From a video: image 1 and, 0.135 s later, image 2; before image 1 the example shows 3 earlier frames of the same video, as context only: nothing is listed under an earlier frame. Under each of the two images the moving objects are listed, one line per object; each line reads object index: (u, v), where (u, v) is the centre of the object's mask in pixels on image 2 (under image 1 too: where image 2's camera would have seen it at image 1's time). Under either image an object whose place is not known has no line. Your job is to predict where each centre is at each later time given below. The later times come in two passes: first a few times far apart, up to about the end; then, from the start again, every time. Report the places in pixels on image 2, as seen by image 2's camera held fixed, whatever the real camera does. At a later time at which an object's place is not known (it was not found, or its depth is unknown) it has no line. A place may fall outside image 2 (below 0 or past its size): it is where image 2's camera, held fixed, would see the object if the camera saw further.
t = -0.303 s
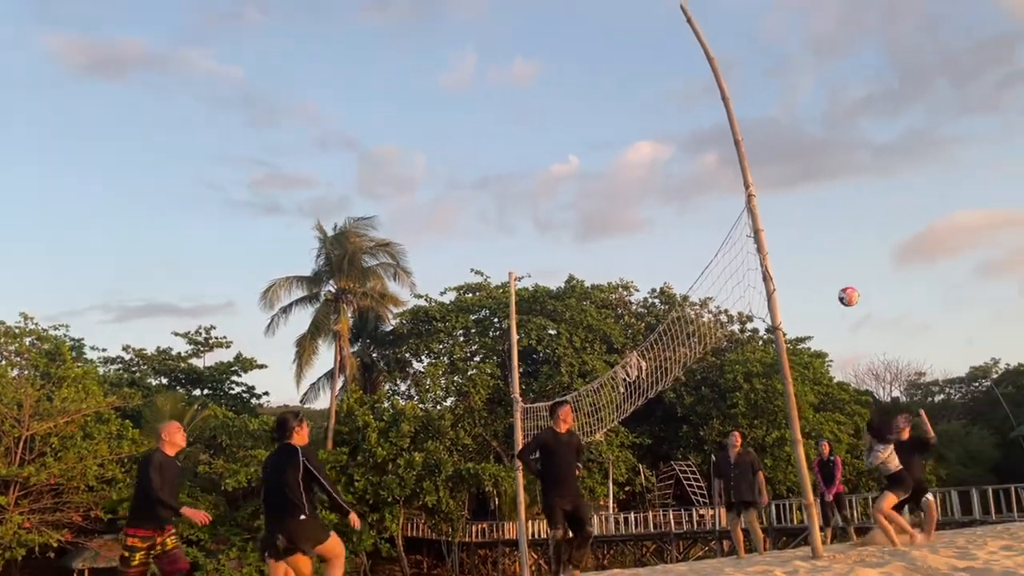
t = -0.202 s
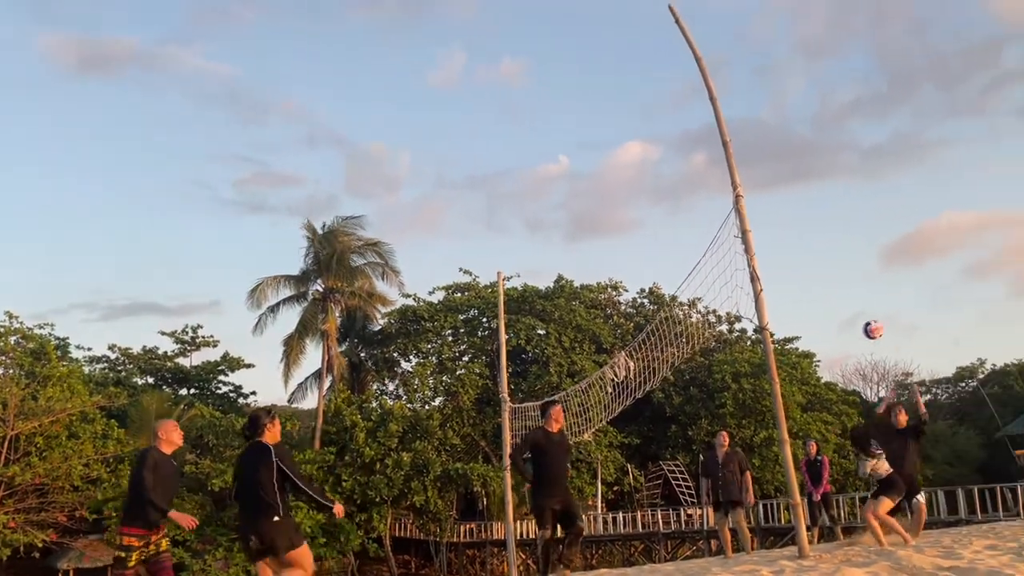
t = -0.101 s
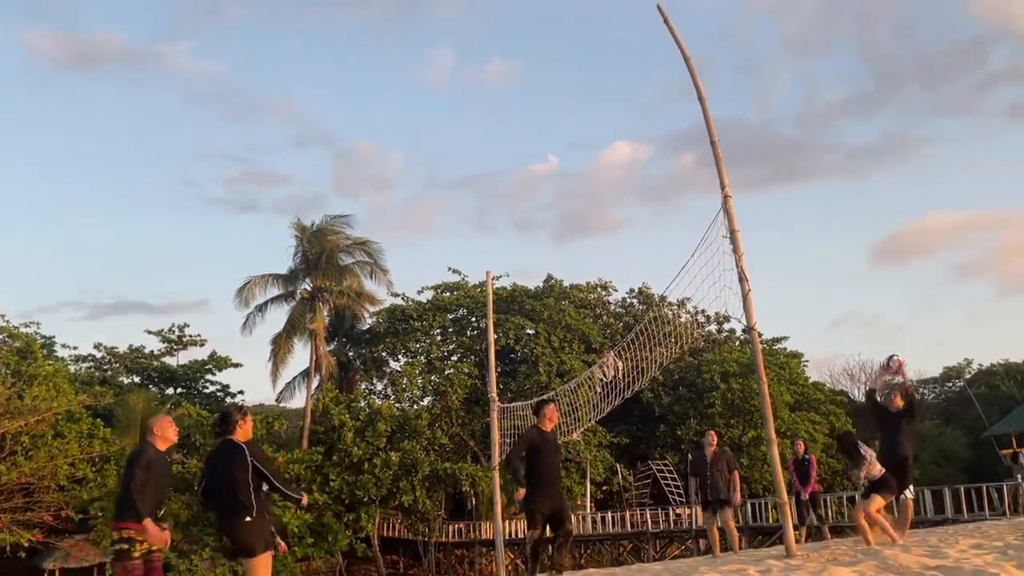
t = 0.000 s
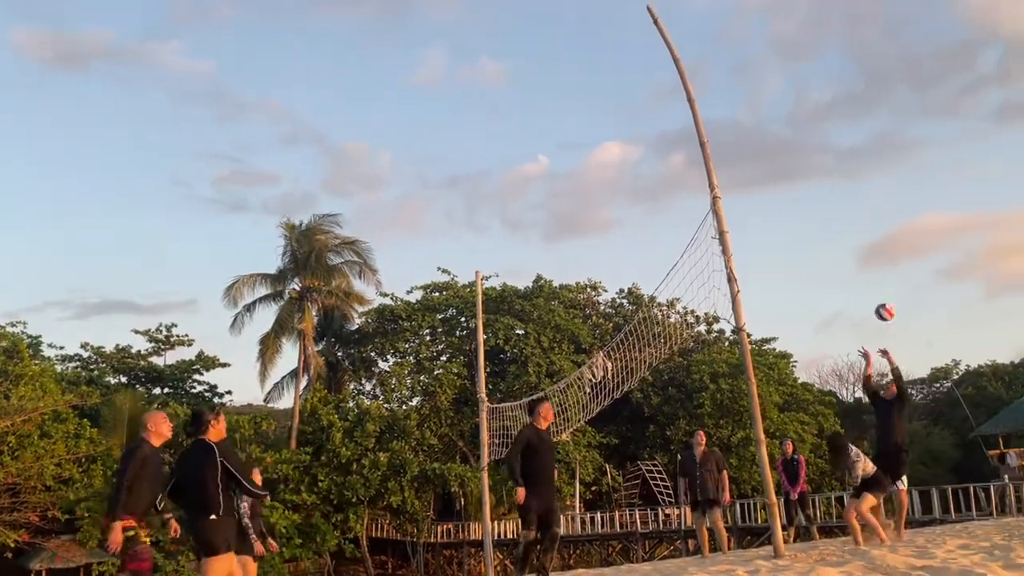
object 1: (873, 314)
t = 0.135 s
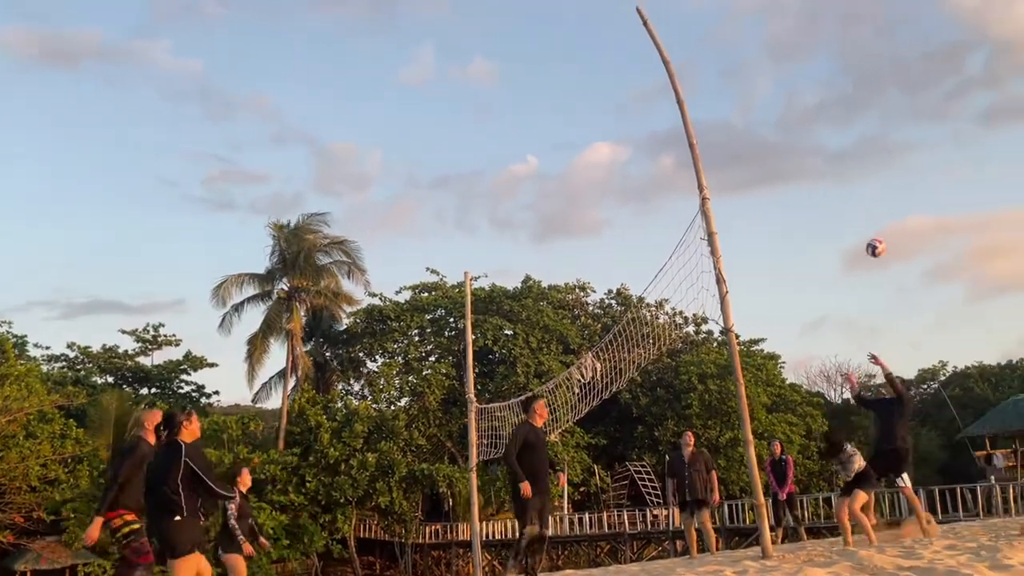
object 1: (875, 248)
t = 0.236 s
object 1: (880, 209)
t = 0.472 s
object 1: (894, 151)
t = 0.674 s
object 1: (912, 137)
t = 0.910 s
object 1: (942, 161)
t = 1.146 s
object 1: (981, 234)
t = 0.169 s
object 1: (876, 235)
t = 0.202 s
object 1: (878, 221)
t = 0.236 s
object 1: (880, 209)
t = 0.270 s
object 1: (881, 199)
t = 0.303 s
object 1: (882, 189)
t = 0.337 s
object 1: (884, 179)
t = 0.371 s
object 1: (886, 171)
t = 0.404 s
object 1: (888, 163)
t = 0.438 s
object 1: (891, 156)
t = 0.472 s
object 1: (894, 151)
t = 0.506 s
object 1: (897, 146)
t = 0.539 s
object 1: (899, 142)
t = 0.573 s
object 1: (903, 140)
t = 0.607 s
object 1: (906, 138)
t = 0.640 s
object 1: (909, 137)
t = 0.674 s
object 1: (912, 137)
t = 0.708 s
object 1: (916, 137)
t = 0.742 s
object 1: (920, 138)
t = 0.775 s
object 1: (924, 141)
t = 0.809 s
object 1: (929, 145)
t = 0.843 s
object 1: (933, 149)
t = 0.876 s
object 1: (937, 155)
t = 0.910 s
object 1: (942, 161)
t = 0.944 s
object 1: (947, 168)
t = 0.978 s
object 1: (952, 177)
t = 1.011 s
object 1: (957, 186)
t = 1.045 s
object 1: (963, 197)
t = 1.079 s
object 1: (969, 208)
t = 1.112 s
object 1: (975, 220)
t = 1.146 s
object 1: (981, 234)
